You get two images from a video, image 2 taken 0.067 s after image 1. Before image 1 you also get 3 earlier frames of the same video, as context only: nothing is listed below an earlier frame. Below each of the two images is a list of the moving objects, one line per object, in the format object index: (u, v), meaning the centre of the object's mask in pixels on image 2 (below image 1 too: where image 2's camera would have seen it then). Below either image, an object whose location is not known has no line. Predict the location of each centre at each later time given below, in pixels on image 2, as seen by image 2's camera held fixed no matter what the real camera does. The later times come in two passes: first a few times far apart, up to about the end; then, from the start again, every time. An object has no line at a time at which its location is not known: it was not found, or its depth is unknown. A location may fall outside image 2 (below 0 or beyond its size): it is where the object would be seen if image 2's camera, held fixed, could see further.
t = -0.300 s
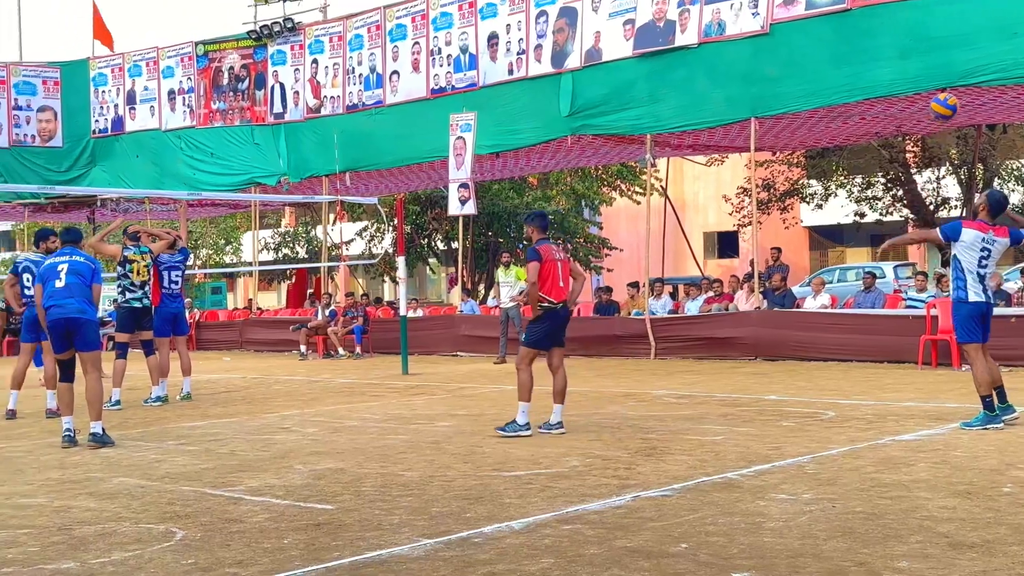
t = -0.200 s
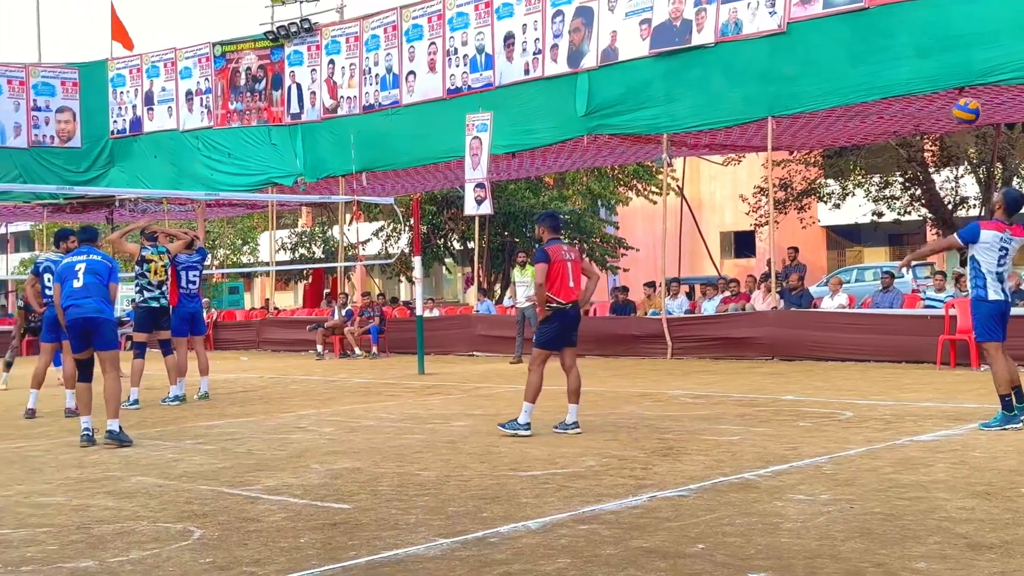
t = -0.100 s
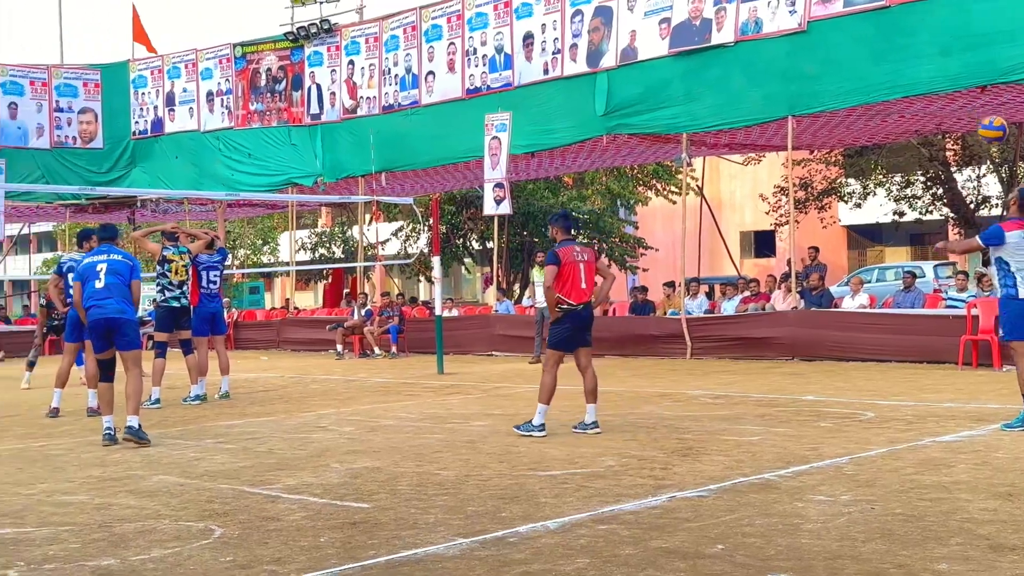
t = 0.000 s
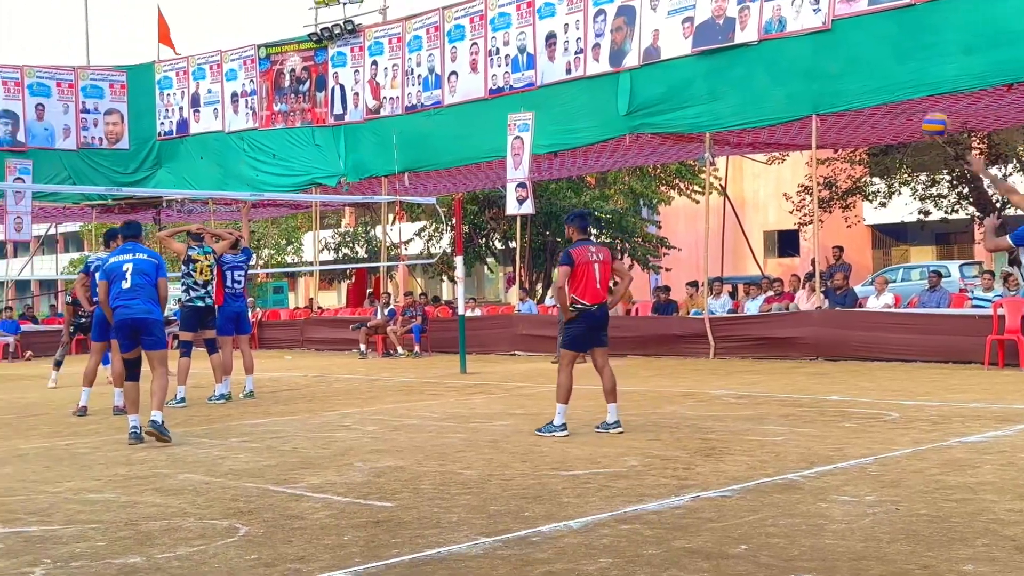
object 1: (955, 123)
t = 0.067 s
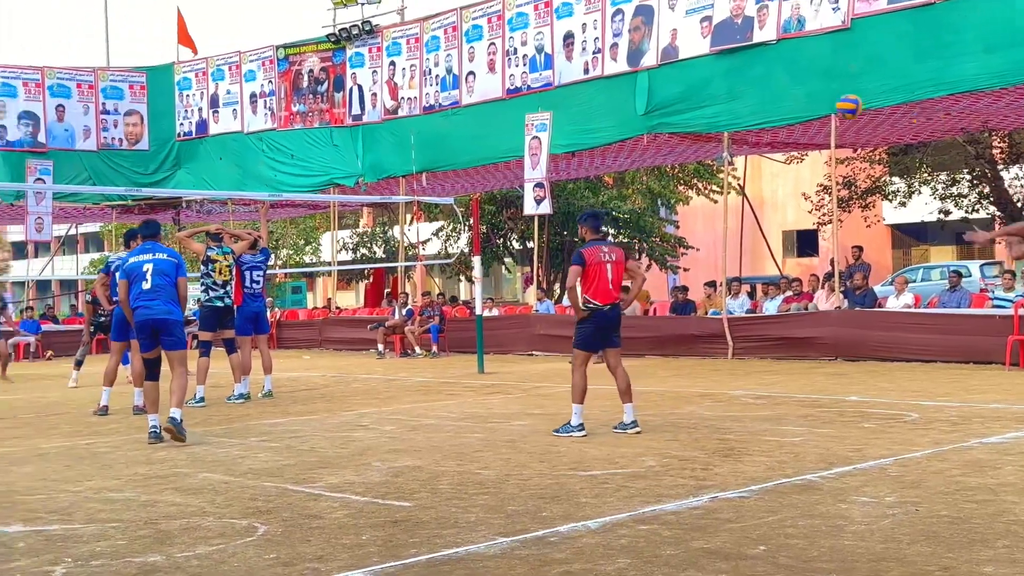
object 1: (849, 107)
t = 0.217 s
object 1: (654, 89)
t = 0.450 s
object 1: (429, 102)
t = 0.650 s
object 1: (282, 145)
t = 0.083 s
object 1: (825, 104)
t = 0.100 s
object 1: (801, 101)
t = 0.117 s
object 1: (778, 99)
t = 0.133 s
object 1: (756, 96)
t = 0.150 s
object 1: (734, 94)
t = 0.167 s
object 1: (713, 93)
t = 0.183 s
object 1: (693, 91)
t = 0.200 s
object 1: (673, 90)
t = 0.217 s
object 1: (654, 89)
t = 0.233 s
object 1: (635, 89)
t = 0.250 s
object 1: (617, 88)
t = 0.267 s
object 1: (600, 88)
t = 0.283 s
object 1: (582, 88)
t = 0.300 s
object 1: (565, 88)
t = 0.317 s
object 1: (549, 88)
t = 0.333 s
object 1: (533, 90)
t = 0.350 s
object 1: (517, 91)
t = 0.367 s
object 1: (501, 92)
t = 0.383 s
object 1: (487, 93)
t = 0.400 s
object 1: (472, 95)
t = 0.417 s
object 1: (457, 97)
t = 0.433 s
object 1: (443, 100)
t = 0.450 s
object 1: (429, 102)
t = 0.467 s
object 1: (415, 104)
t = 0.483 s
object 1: (403, 107)
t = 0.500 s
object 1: (390, 110)
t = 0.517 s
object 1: (377, 114)
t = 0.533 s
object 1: (363, 117)
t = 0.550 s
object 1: (351, 122)
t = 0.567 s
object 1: (339, 125)
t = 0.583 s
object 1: (327, 128)
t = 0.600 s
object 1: (315, 132)
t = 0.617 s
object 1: (304, 137)
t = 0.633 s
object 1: (293, 141)
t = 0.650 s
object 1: (282, 145)
